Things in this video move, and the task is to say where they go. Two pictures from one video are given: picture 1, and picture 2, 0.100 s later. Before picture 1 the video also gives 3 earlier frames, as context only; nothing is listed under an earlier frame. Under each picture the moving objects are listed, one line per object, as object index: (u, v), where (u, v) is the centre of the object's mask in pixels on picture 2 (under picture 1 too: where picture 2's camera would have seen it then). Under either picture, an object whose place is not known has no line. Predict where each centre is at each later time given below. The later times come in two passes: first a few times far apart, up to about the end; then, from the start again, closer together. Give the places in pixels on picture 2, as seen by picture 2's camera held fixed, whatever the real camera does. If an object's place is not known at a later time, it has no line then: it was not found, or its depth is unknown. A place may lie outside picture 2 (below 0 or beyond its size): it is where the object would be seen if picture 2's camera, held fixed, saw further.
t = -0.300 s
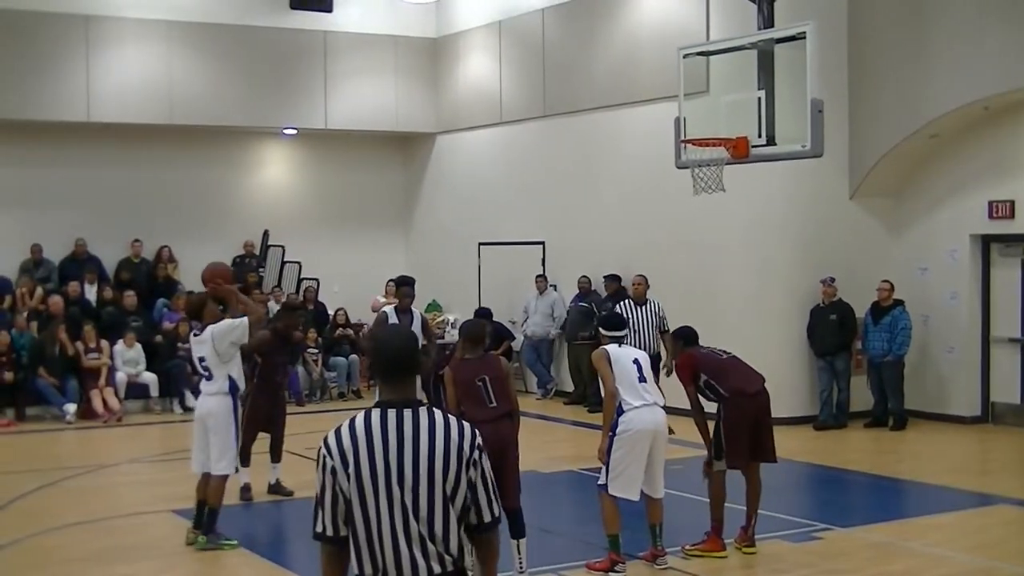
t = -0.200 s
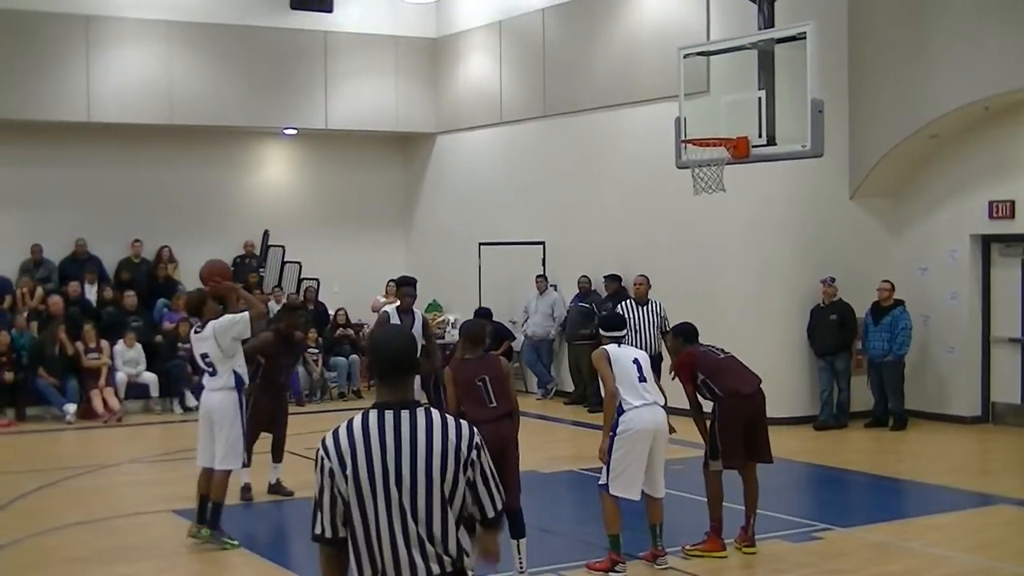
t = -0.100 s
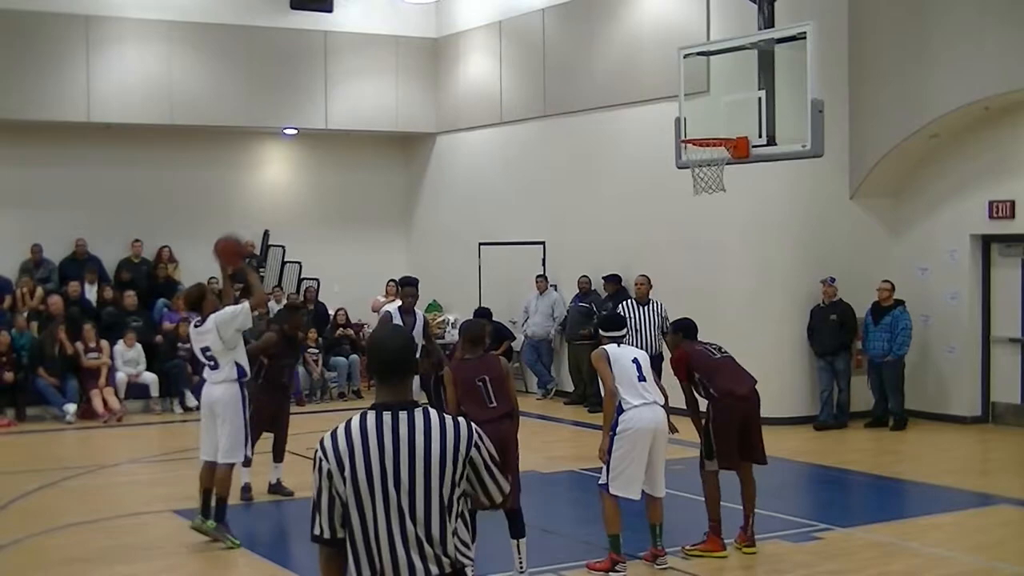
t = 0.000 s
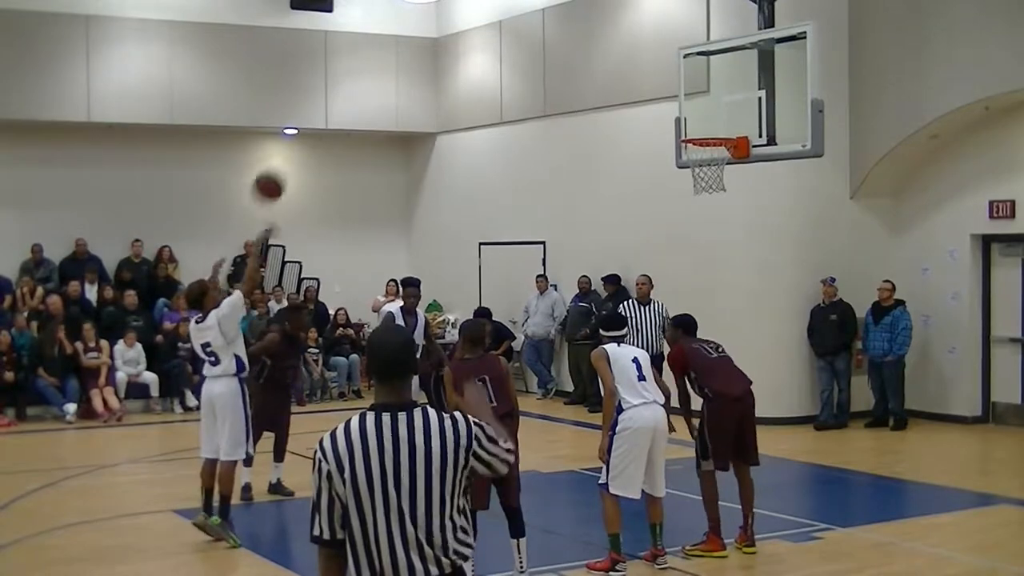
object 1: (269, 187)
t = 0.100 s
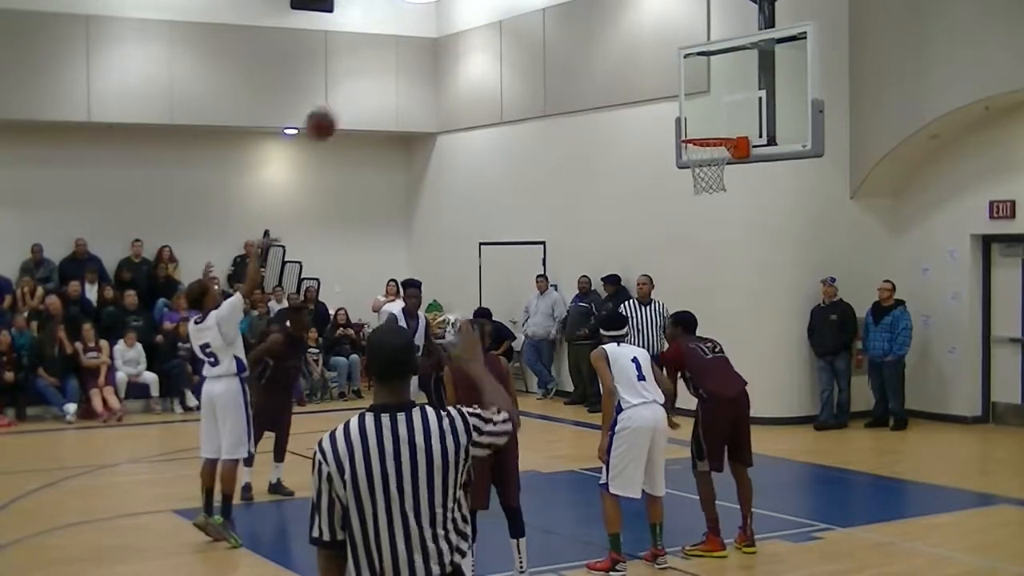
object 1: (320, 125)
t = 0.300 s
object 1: (420, 41)
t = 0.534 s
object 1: (529, 13)
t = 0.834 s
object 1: (660, 68)
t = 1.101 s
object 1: (698, 129)
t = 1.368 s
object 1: (726, 120)
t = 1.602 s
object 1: (760, 174)
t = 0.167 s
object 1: (354, 90)
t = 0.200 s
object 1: (371, 75)
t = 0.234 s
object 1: (388, 62)
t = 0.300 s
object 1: (420, 41)
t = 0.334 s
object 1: (436, 33)
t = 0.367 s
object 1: (451, 26)
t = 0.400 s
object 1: (467, 20)
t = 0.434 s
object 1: (483, 16)
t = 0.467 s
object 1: (499, 13)
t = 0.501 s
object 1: (514, 13)
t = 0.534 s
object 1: (529, 13)
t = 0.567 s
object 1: (545, 13)
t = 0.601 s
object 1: (559, 15)
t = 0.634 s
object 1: (574, 19)
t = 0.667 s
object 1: (589, 24)
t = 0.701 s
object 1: (604, 31)
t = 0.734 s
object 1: (618, 38)
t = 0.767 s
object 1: (632, 47)
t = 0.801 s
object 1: (646, 57)
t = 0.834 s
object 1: (660, 68)
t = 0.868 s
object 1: (674, 81)
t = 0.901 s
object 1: (689, 95)
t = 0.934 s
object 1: (702, 110)
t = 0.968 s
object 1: (716, 125)
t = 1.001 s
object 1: (718, 130)
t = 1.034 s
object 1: (709, 138)
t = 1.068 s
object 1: (703, 137)
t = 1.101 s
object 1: (698, 129)
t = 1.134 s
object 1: (695, 129)
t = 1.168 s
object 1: (699, 125)
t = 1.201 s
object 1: (703, 121)
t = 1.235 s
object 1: (708, 118)
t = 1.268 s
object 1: (713, 117)
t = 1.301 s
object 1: (717, 117)
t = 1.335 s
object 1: (721, 118)
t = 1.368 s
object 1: (726, 120)
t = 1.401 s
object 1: (731, 124)
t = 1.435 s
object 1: (735, 127)
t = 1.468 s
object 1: (740, 134)
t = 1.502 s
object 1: (745, 142)
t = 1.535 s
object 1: (752, 152)
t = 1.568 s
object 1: (756, 163)
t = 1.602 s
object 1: (760, 174)
